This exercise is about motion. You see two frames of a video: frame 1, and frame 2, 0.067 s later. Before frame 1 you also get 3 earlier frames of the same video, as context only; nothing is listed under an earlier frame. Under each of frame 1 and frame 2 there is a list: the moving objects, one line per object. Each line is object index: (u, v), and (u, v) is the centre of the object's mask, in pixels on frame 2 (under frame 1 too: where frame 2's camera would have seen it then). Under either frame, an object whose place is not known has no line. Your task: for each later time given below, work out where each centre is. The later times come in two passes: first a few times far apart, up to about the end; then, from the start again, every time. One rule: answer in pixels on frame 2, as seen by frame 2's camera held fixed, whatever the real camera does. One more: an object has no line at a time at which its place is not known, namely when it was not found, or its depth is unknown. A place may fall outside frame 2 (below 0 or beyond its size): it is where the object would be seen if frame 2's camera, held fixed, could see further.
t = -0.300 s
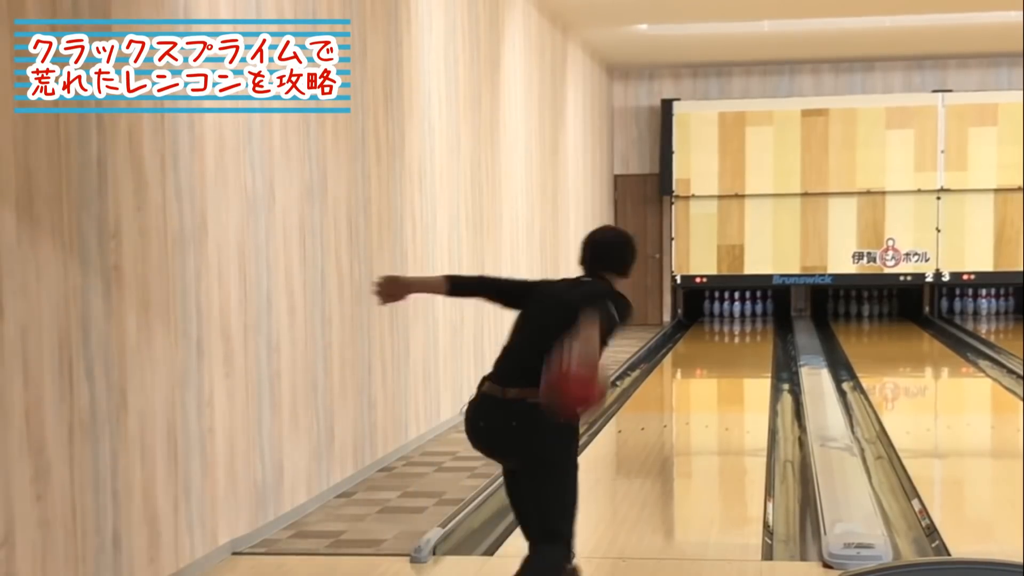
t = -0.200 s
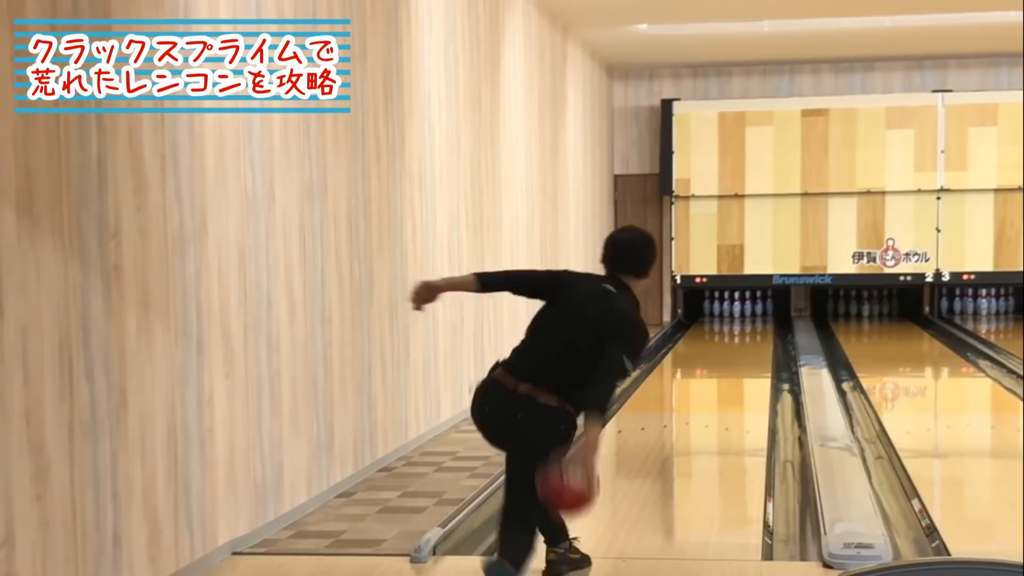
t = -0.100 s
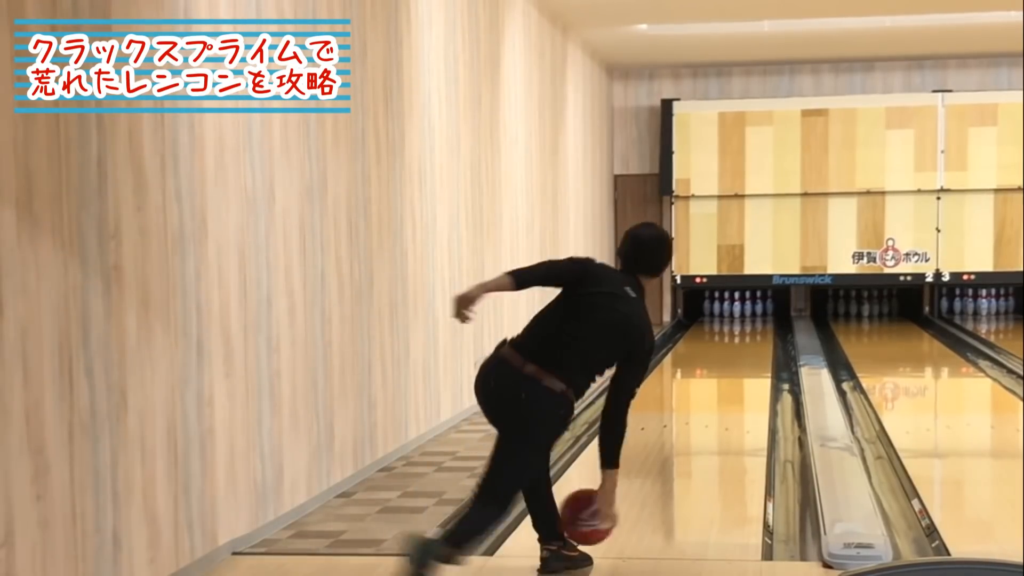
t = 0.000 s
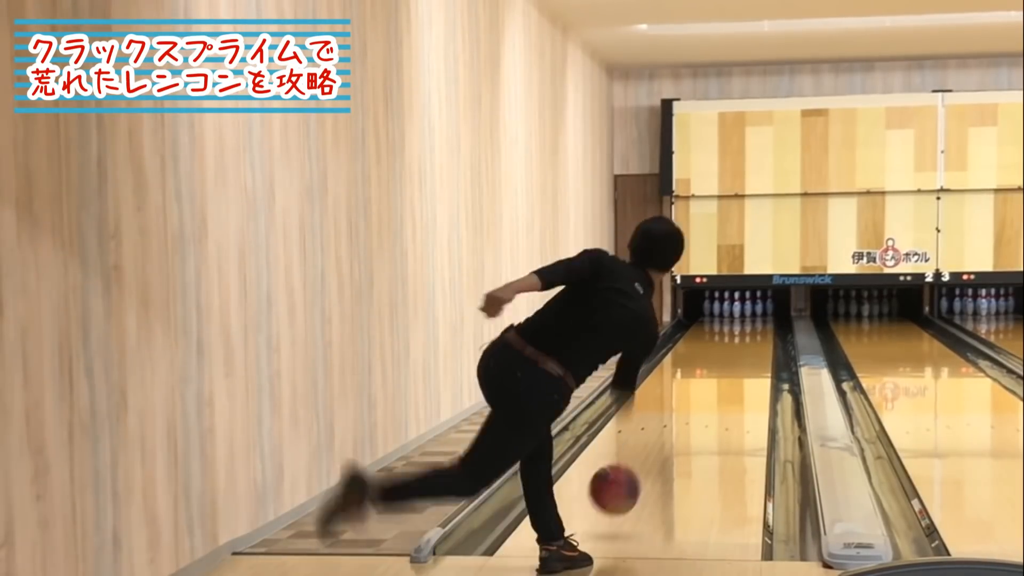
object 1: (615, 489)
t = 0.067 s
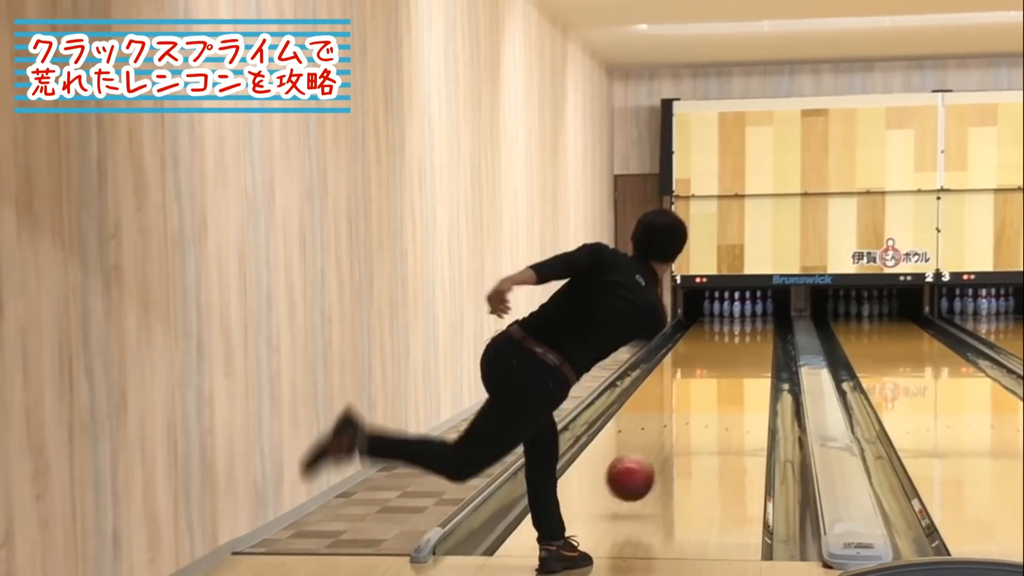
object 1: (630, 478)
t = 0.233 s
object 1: (661, 458)
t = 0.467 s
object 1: (693, 423)
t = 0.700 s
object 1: (716, 396)
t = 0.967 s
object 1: (733, 374)
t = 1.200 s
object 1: (745, 358)
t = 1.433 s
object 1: (753, 346)
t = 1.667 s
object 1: (757, 335)
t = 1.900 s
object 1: (758, 328)
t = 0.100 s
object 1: (637, 475)
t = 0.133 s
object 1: (644, 476)
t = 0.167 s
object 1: (651, 471)
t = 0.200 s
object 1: (657, 464)
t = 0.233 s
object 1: (661, 458)
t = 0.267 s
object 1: (667, 454)
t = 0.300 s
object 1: (672, 448)
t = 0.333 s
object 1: (677, 442)
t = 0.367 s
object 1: (681, 437)
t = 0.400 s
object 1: (685, 432)
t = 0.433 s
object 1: (689, 428)
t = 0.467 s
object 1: (693, 423)
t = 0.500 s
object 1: (697, 418)
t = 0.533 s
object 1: (700, 414)
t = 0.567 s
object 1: (704, 411)
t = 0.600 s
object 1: (706, 407)
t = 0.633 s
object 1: (710, 403)
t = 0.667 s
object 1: (713, 399)
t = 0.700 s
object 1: (716, 396)
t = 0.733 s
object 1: (718, 393)
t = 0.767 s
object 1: (721, 390)
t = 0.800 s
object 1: (723, 387)
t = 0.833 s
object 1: (725, 384)
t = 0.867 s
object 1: (727, 381)
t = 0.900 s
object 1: (730, 378)
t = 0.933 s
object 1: (731, 376)
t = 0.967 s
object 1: (733, 374)
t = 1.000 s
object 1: (736, 371)
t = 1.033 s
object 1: (737, 369)
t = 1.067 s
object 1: (739, 366)
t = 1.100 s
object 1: (740, 364)
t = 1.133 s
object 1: (742, 362)
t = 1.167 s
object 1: (744, 361)
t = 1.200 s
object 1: (745, 358)
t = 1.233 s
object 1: (746, 357)
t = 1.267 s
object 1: (747, 354)
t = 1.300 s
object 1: (748, 353)
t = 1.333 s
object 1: (750, 352)
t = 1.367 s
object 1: (751, 349)
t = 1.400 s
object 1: (752, 348)
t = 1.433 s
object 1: (753, 346)
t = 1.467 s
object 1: (753, 344)
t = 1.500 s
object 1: (755, 344)
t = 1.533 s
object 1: (755, 342)
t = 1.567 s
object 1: (756, 340)
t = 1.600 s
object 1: (756, 339)
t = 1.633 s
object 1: (757, 337)
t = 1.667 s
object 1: (757, 335)
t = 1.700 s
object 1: (758, 335)
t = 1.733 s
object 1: (758, 333)
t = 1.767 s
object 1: (757, 333)
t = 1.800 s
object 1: (758, 331)
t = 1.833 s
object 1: (758, 330)
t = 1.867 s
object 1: (759, 329)
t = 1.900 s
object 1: (758, 328)
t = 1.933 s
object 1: (757, 328)
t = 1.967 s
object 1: (758, 326)
